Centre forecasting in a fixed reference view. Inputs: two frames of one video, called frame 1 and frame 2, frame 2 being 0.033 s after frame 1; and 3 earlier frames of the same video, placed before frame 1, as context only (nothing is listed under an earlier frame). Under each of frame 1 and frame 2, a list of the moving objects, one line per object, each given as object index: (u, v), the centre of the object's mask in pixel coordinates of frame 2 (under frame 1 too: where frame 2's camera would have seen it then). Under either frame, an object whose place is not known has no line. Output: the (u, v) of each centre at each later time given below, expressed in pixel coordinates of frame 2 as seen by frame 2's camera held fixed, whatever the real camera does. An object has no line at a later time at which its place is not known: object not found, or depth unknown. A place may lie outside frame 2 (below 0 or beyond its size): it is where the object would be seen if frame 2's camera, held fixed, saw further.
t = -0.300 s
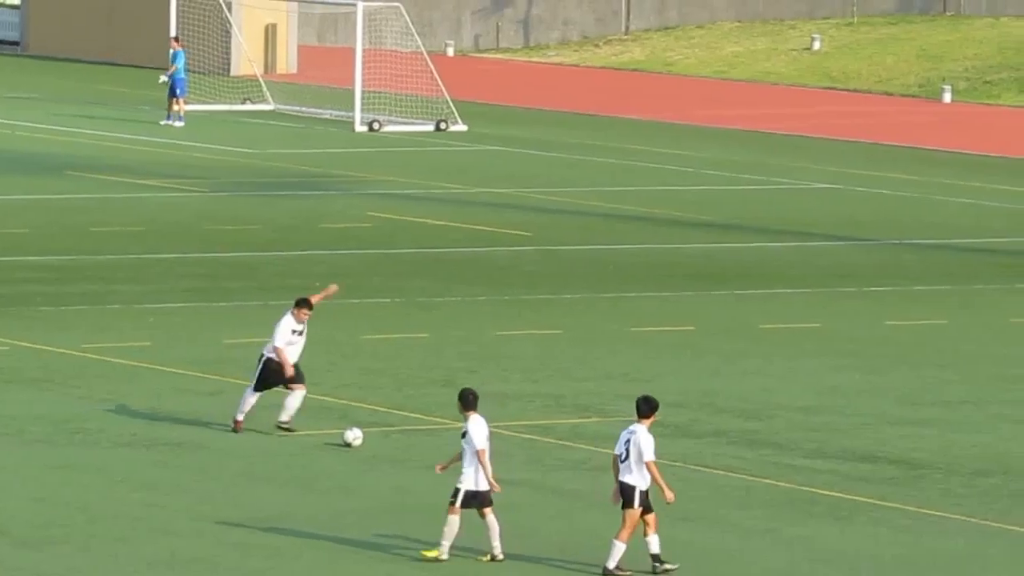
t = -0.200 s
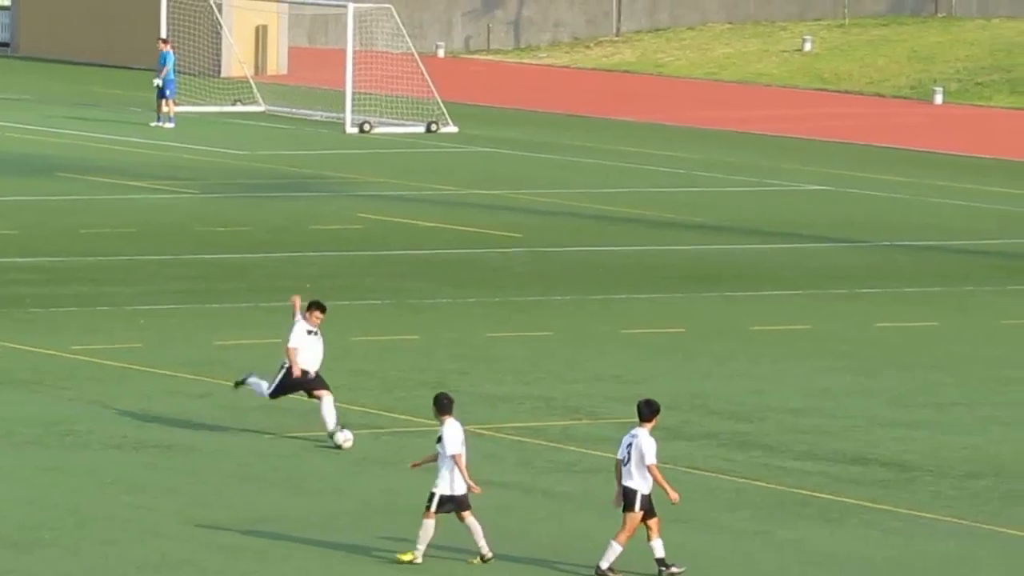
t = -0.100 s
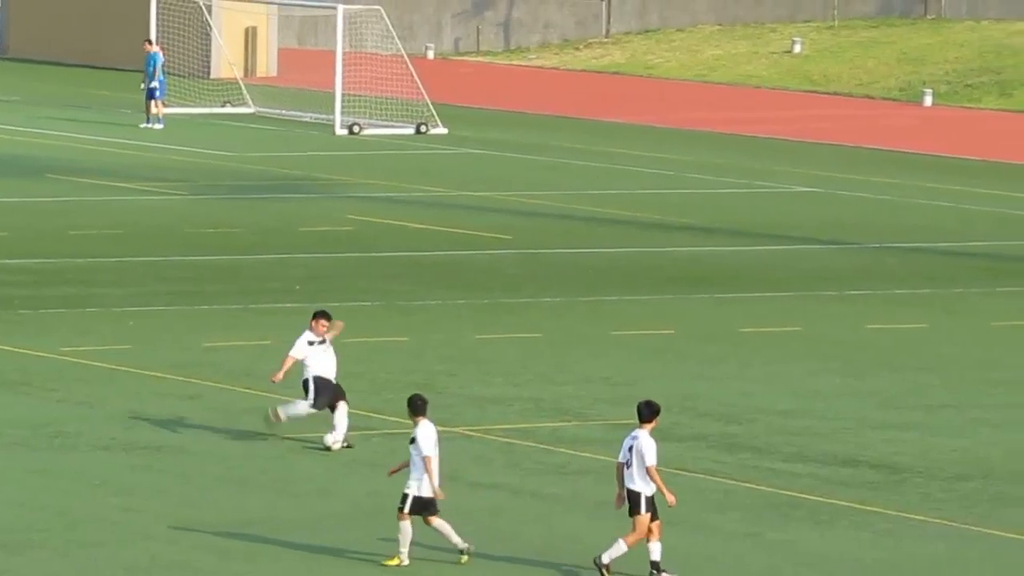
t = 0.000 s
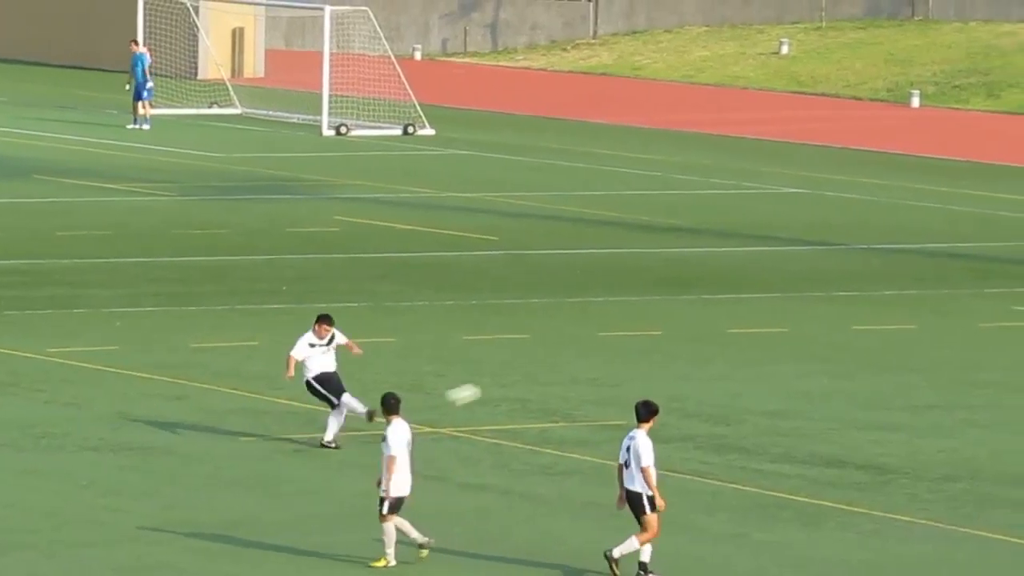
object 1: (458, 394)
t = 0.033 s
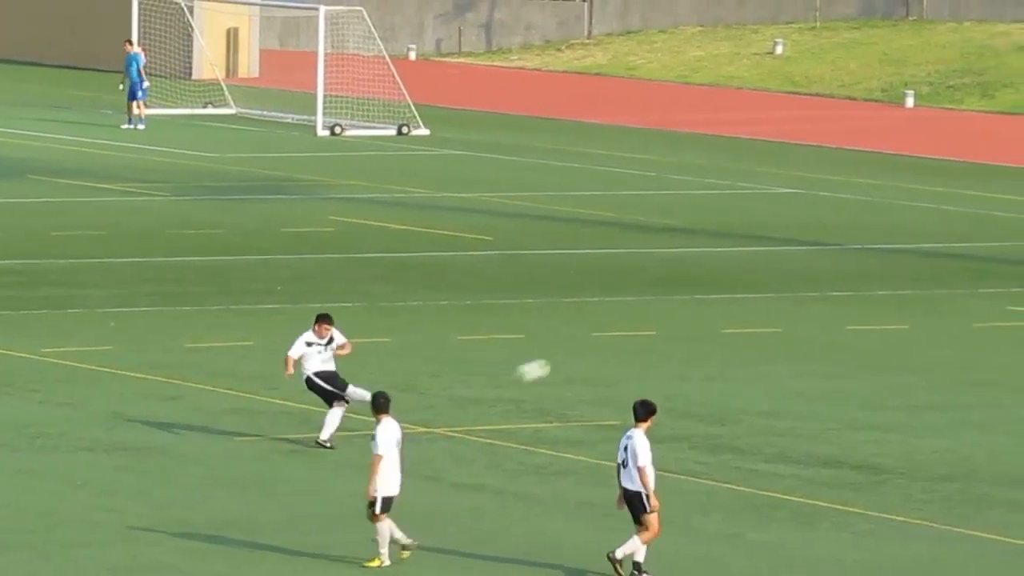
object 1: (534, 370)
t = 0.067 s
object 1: (608, 347)
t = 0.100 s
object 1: (682, 326)
